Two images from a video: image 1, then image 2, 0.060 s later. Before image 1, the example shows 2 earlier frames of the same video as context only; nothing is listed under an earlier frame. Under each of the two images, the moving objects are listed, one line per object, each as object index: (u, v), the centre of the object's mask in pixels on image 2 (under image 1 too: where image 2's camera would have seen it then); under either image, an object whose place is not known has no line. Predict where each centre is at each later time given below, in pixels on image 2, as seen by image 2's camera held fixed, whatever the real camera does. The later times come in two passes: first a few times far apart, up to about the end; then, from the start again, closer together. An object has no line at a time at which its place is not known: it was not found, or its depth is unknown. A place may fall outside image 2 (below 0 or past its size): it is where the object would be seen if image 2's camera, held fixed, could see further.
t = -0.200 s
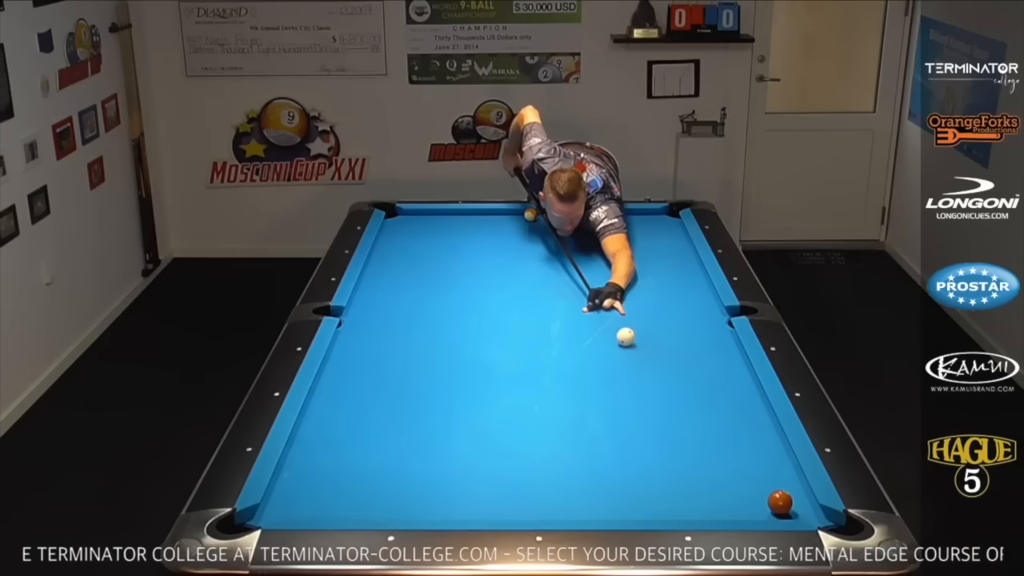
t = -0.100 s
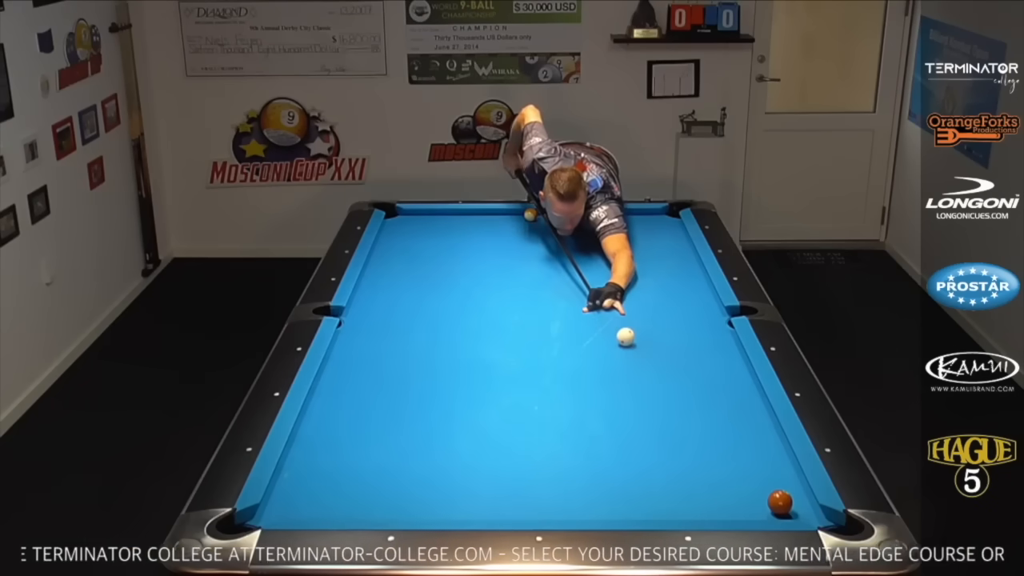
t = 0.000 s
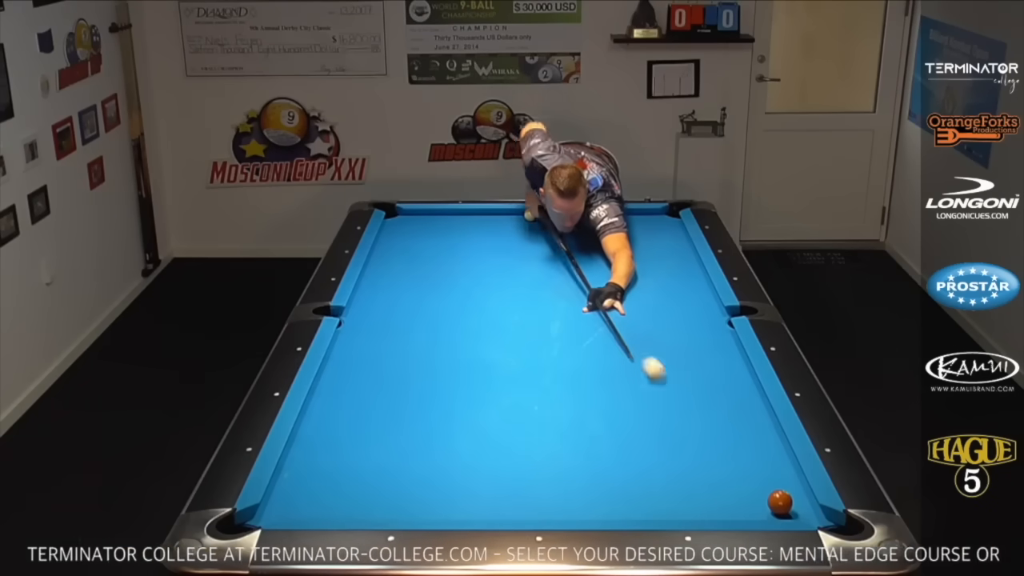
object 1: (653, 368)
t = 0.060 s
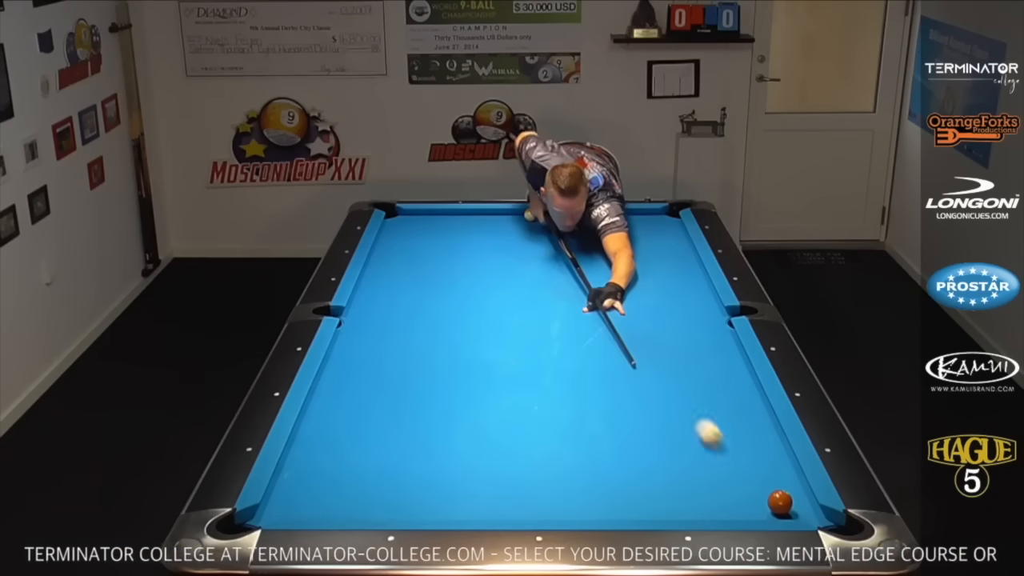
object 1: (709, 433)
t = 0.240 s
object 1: (649, 498)
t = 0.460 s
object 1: (477, 451)
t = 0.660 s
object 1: (348, 416)
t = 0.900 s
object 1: (383, 377)
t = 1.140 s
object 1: (461, 346)
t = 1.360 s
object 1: (521, 322)
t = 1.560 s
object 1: (567, 303)
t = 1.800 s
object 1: (613, 284)
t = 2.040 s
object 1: (652, 268)
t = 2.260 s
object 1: (683, 256)
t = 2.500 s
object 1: (676, 248)
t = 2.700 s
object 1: (662, 243)
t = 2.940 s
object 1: (648, 239)
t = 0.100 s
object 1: (751, 482)
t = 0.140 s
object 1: (736, 507)
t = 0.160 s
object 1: (723, 513)
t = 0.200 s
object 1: (684, 506)
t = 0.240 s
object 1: (649, 498)
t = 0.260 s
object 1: (632, 493)
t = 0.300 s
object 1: (599, 484)
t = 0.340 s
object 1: (566, 475)
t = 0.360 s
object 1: (551, 471)
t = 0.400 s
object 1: (521, 463)
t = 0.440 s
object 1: (492, 455)
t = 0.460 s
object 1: (477, 451)
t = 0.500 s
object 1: (450, 443)
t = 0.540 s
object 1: (423, 436)
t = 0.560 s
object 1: (410, 433)
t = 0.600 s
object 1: (384, 426)
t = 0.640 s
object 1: (360, 419)
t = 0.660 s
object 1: (348, 416)
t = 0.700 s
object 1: (324, 409)
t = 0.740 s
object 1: (321, 403)
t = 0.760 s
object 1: (329, 400)
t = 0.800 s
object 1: (345, 393)
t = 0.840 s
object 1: (361, 386)
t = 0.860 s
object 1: (369, 383)
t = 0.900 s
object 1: (383, 377)
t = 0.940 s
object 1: (397, 371)
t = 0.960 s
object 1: (404, 369)
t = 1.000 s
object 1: (418, 363)
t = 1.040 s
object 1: (431, 358)
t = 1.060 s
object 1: (437, 355)
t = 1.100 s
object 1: (449, 350)
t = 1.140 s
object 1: (461, 346)
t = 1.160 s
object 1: (467, 343)
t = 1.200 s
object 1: (478, 339)
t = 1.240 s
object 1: (490, 334)
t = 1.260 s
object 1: (495, 332)
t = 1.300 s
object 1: (506, 328)
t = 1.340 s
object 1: (516, 324)
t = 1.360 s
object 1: (521, 322)
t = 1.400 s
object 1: (531, 318)
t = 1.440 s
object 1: (540, 314)
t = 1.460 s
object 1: (545, 312)
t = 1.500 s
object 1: (554, 308)
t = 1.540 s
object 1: (563, 305)
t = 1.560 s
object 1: (567, 303)
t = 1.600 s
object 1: (575, 299)
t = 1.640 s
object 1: (583, 296)
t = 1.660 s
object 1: (587, 295)
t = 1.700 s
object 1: (595, 291)
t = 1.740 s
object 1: (602, 288)
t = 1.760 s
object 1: (606, 287)
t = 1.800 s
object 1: (613, 284)
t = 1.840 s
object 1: (620, 281)
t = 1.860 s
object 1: (624, 280)
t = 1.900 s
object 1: (630, 277)
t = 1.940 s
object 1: (637, 274)
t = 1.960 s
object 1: (640, 273)
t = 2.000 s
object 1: (646, 271)
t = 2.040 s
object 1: (652, 268)
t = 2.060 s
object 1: (655, 267)
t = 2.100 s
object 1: (661, 265)
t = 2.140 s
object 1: (666, 262)
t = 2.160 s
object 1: (669, 261)
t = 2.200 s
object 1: (675, 259)
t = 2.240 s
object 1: (680, 257)
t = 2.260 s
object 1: (683, 256)
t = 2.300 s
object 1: (687, 254)
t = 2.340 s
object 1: (689, 252)
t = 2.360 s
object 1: (687, 252)
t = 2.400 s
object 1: (684, 250)
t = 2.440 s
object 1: (680, 249)
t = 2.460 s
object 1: (679, 249)
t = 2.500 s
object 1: (676, 248)
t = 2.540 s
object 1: (673, 247)
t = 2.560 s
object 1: (671, 246)
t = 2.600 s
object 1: (669, 245)
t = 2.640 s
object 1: (666, 244)
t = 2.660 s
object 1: (664, 244)
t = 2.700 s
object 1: (662, 243)
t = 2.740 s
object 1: (660, 242)
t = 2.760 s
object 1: (658, 242)
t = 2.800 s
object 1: (656, 241)
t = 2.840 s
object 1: (654, 240)
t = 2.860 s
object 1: (653, 240)
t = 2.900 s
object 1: (650, 239)
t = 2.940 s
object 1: (648, 239)
